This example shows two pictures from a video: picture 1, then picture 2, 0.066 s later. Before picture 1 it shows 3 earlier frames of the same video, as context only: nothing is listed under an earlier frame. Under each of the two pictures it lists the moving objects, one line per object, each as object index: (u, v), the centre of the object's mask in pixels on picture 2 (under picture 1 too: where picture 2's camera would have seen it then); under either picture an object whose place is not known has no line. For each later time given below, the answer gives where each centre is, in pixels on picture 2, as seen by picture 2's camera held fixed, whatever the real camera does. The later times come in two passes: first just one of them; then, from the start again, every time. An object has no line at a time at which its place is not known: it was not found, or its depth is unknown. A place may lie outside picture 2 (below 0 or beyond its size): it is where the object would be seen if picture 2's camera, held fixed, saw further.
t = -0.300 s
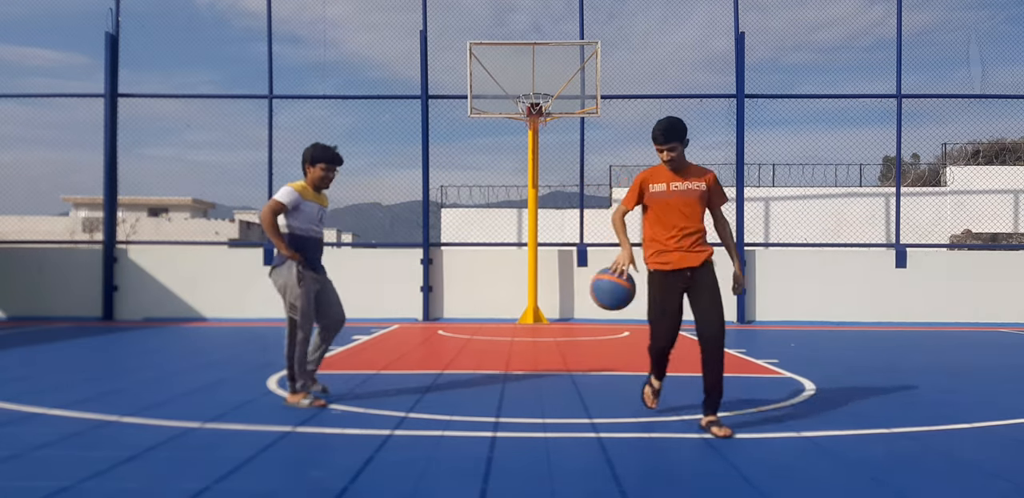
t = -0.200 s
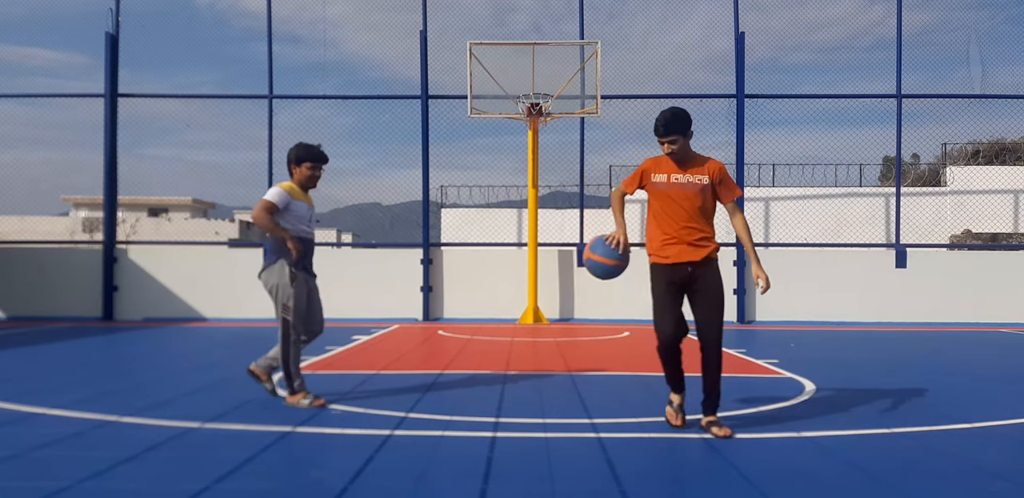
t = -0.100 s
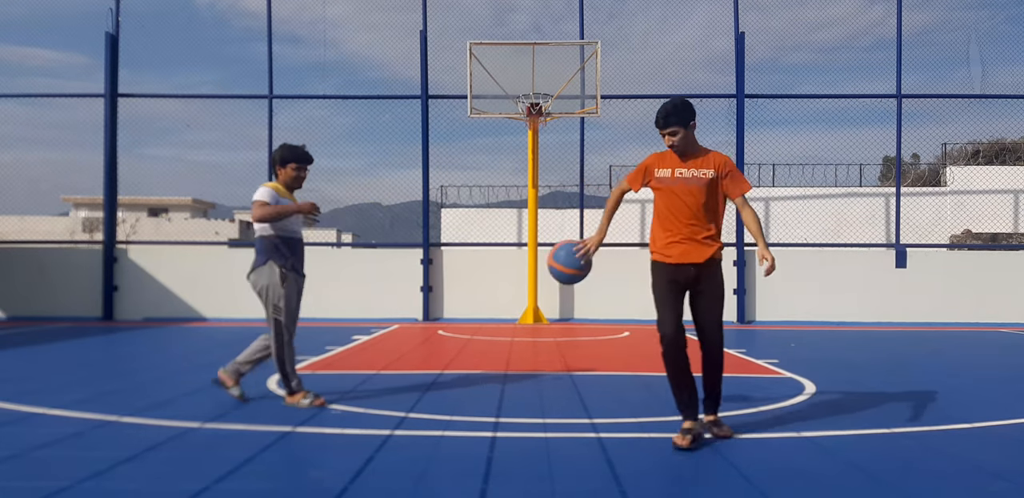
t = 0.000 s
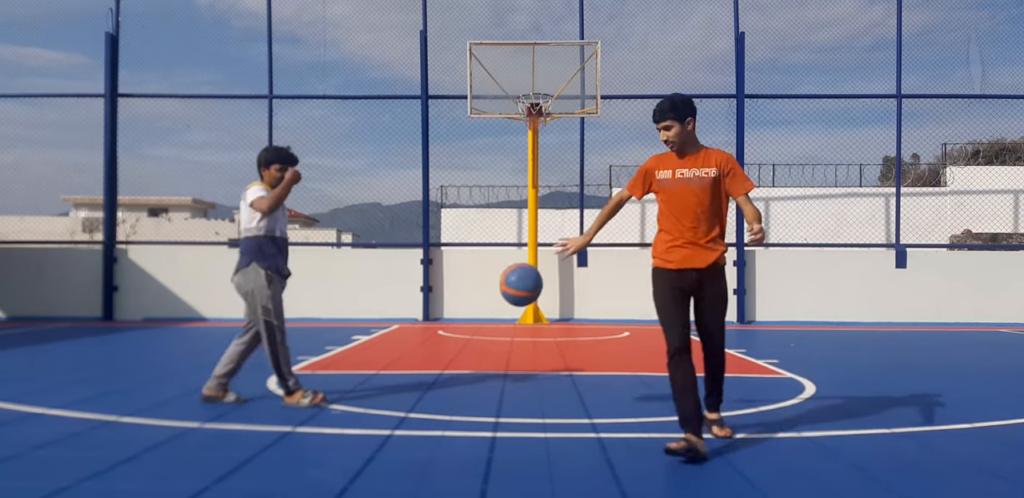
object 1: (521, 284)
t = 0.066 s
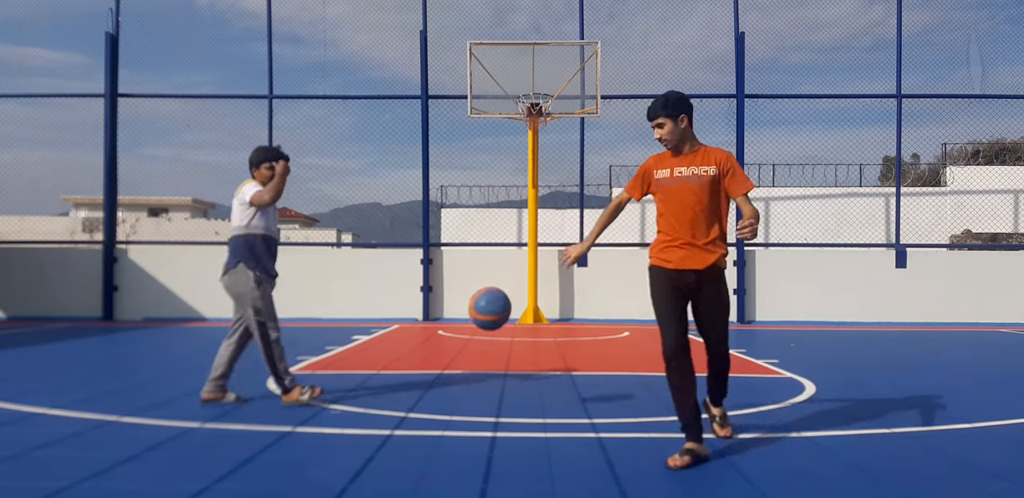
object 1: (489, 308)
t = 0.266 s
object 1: (412, 366)
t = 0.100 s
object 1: (475, 323)
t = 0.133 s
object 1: (460, 340)
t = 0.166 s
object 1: (445, 358)
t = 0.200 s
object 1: (431, 378)
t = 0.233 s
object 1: (420, 385)
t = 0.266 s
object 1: (412, 366)
